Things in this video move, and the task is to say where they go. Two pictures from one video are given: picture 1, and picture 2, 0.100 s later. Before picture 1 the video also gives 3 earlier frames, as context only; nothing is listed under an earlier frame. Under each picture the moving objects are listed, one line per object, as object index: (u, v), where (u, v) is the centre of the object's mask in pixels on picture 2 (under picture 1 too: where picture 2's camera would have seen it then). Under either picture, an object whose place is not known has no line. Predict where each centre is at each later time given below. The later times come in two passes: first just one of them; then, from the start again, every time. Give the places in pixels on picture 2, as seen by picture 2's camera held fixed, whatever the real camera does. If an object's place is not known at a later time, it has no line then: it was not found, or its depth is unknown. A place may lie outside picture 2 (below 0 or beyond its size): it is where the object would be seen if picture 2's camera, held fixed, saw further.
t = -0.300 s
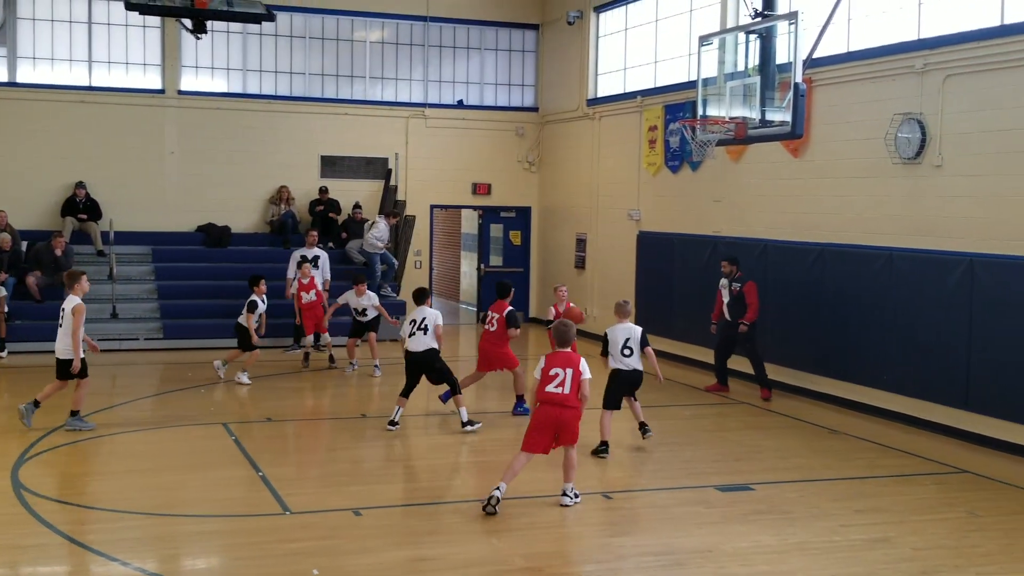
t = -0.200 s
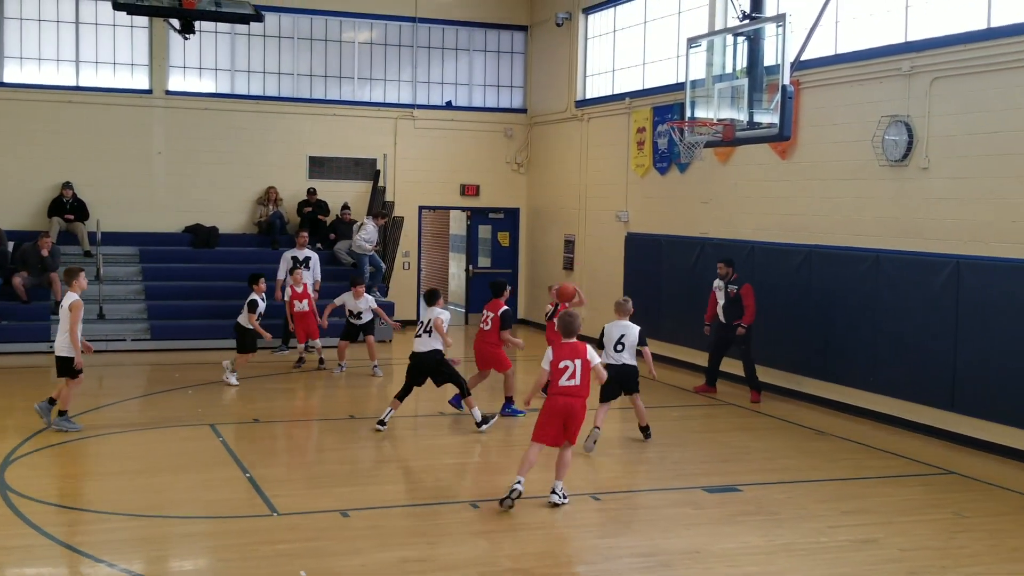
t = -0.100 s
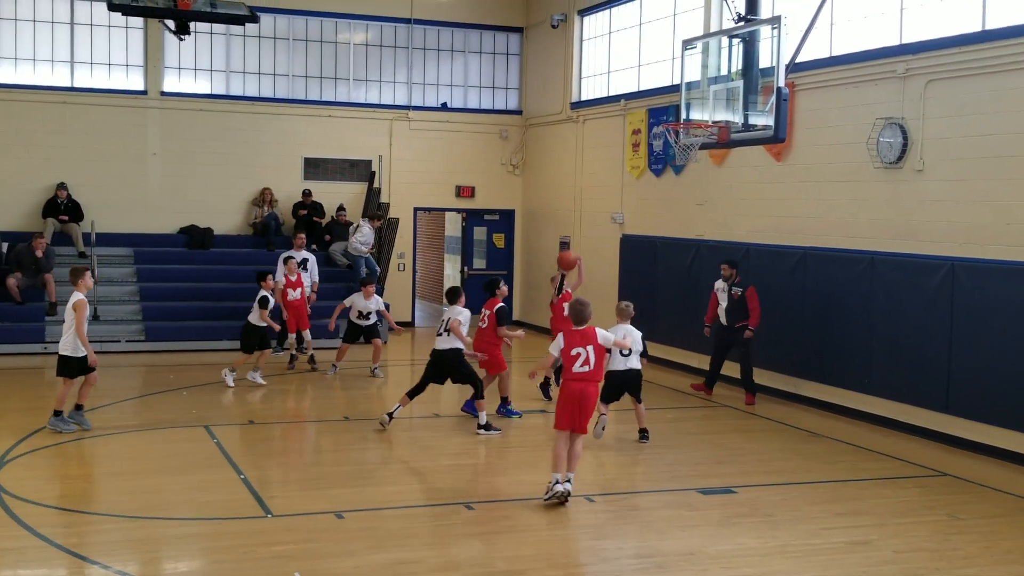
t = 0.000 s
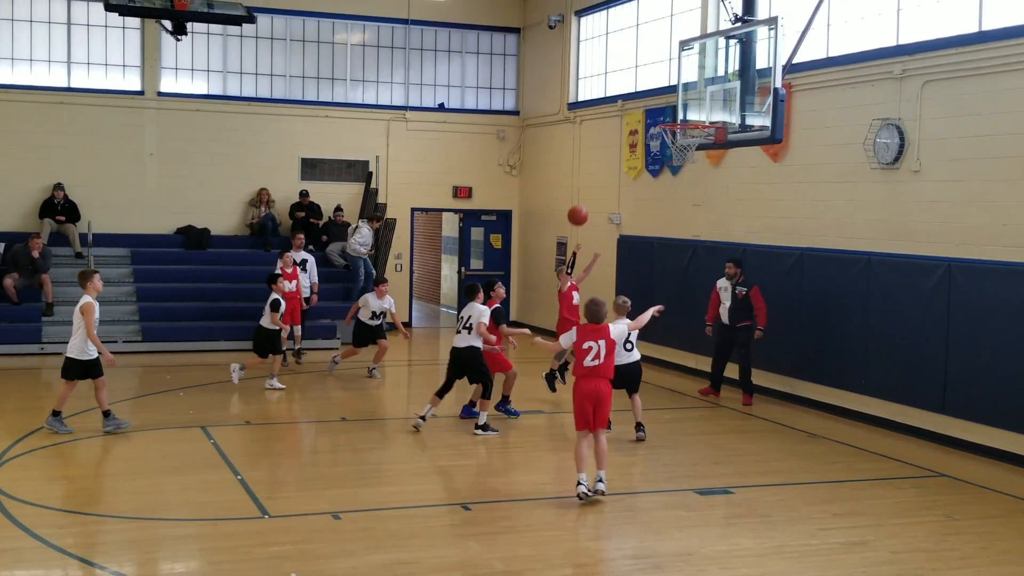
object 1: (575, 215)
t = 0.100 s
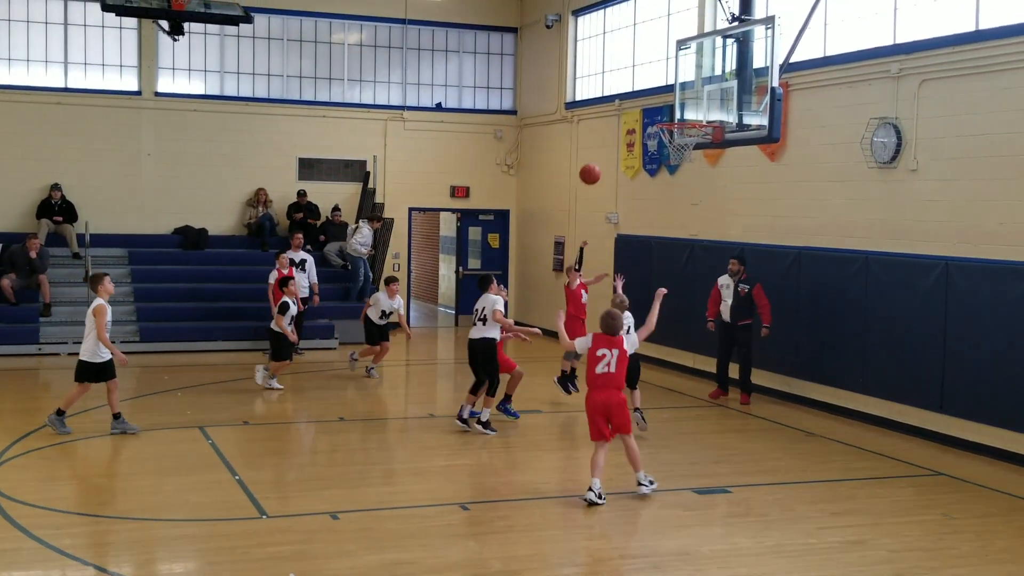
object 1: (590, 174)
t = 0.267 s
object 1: (614, 123)
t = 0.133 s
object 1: (595, 162)
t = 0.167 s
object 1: (600, 151)
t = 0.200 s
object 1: (604, 141)
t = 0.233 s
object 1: (609, 131)
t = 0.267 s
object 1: (614, 123)
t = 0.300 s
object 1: (619, 116)
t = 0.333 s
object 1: (624, 109)
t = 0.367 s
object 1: (629, 103)
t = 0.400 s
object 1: (634, 99)
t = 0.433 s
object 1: (639, 95)
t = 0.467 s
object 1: (644, 93)
